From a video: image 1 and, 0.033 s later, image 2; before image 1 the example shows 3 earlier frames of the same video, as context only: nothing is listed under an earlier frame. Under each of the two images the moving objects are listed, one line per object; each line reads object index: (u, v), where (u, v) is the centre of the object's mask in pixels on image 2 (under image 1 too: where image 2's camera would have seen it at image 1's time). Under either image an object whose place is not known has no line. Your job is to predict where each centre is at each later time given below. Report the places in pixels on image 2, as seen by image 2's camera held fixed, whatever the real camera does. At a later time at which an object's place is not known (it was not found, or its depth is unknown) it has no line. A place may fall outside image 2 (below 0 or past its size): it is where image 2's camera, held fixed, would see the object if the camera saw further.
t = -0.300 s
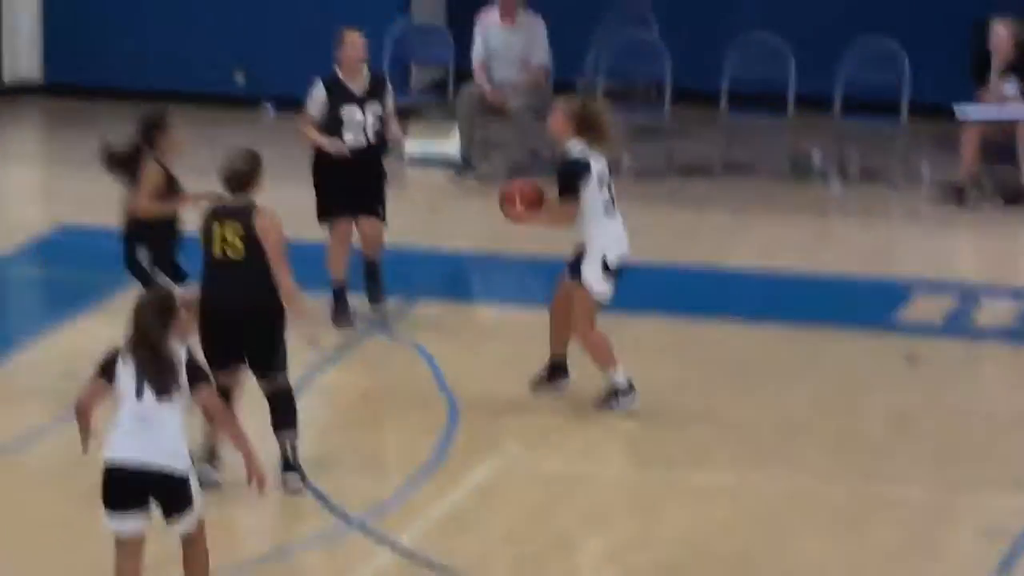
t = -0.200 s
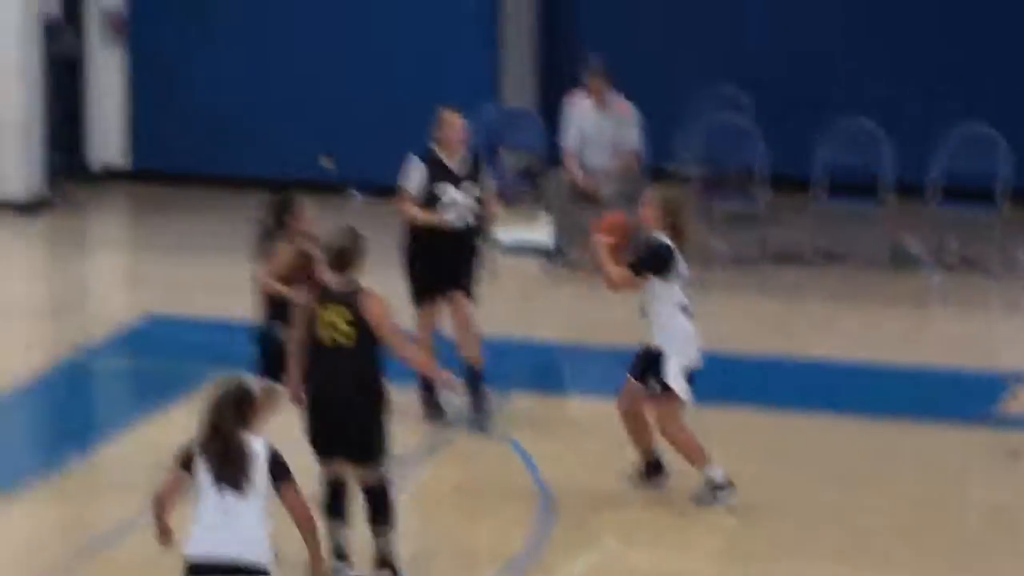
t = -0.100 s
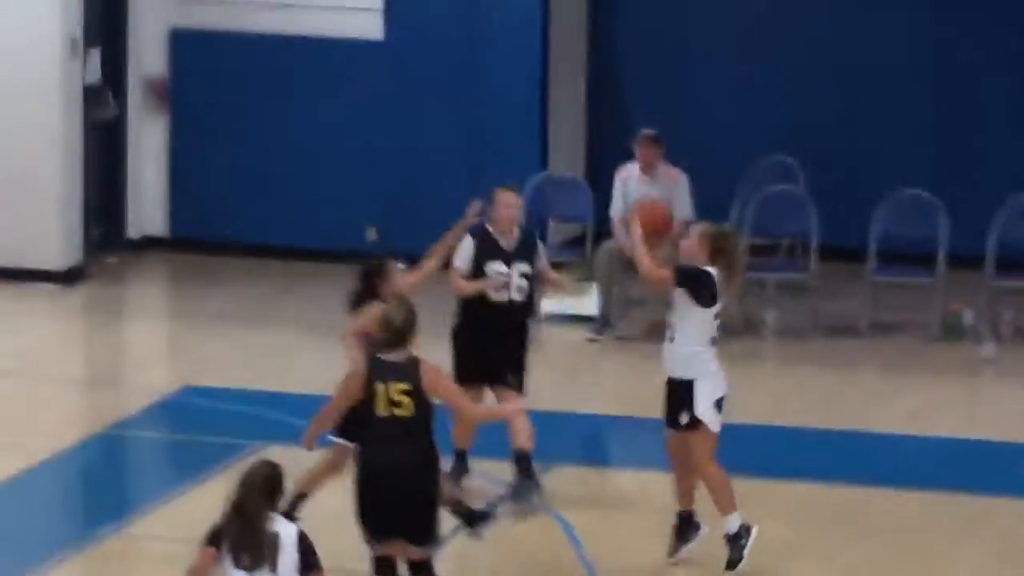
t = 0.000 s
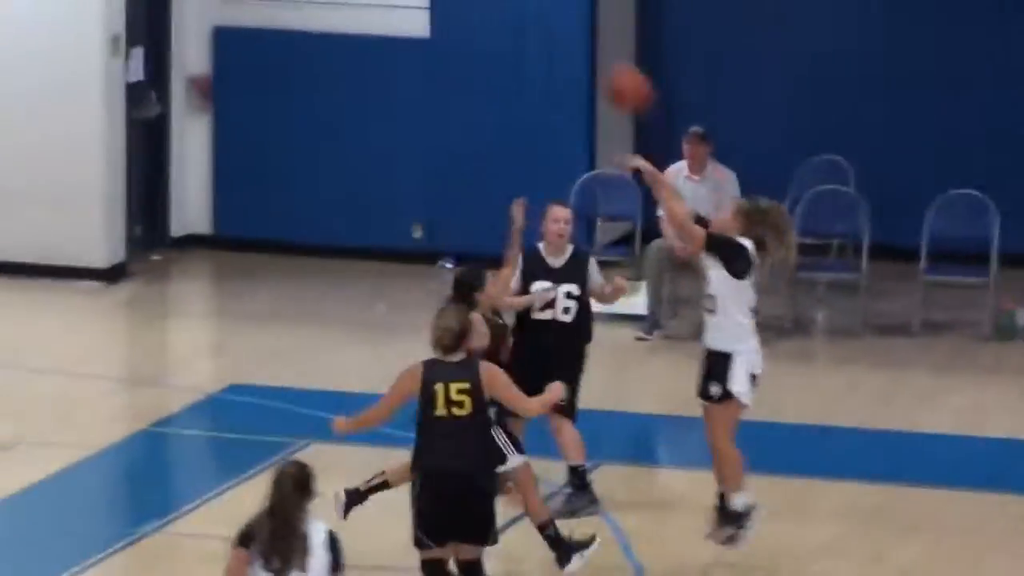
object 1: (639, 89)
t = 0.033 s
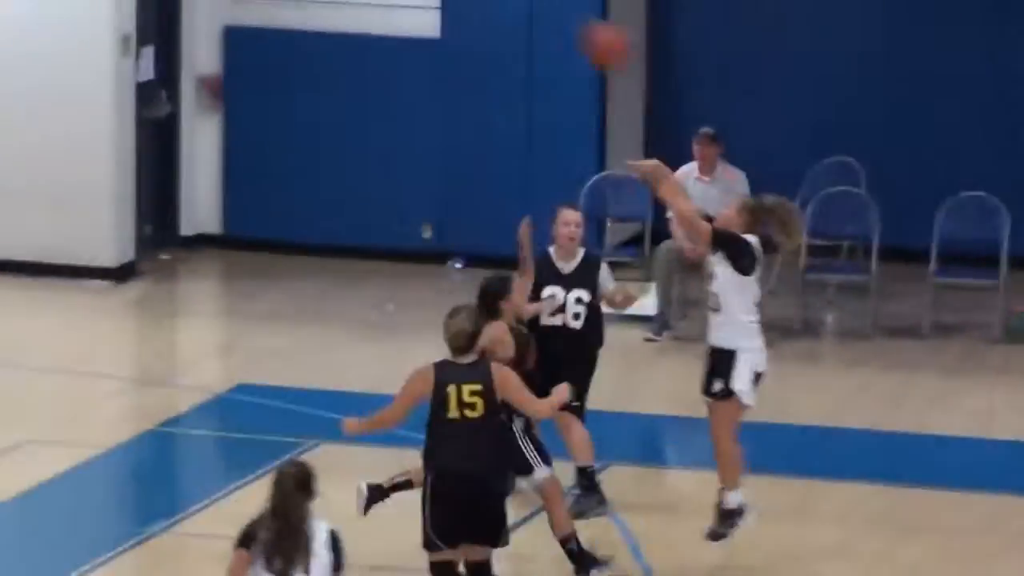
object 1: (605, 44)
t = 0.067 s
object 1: (575, 12)
